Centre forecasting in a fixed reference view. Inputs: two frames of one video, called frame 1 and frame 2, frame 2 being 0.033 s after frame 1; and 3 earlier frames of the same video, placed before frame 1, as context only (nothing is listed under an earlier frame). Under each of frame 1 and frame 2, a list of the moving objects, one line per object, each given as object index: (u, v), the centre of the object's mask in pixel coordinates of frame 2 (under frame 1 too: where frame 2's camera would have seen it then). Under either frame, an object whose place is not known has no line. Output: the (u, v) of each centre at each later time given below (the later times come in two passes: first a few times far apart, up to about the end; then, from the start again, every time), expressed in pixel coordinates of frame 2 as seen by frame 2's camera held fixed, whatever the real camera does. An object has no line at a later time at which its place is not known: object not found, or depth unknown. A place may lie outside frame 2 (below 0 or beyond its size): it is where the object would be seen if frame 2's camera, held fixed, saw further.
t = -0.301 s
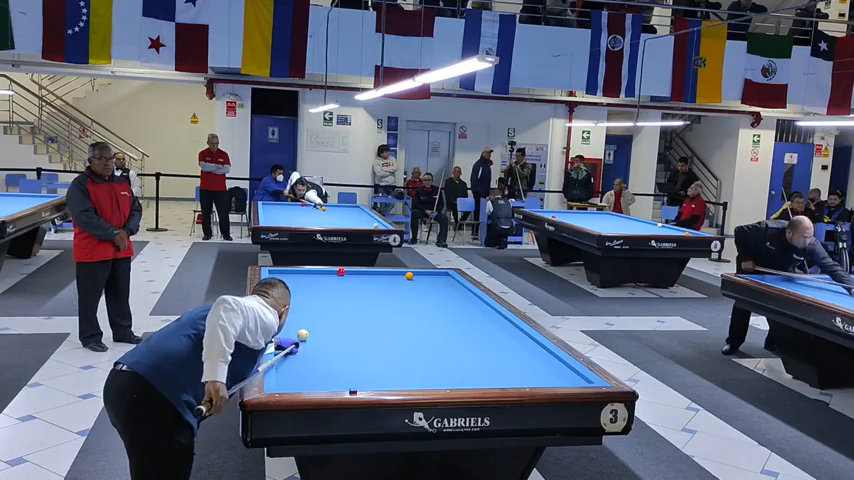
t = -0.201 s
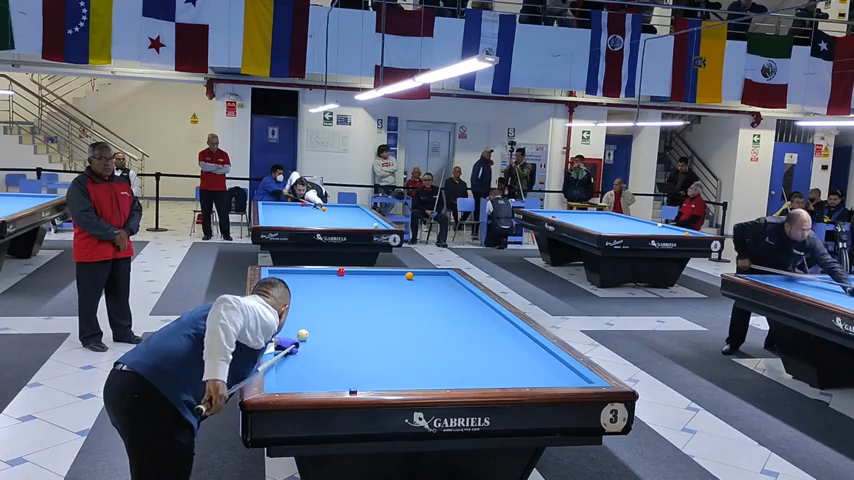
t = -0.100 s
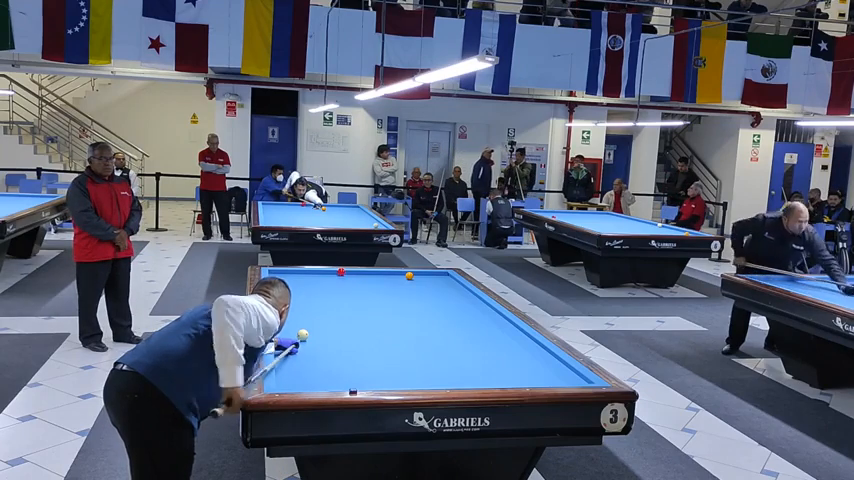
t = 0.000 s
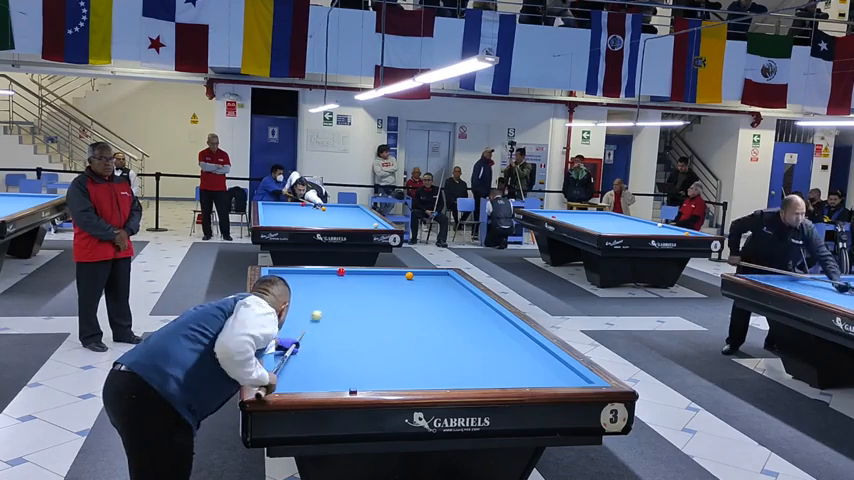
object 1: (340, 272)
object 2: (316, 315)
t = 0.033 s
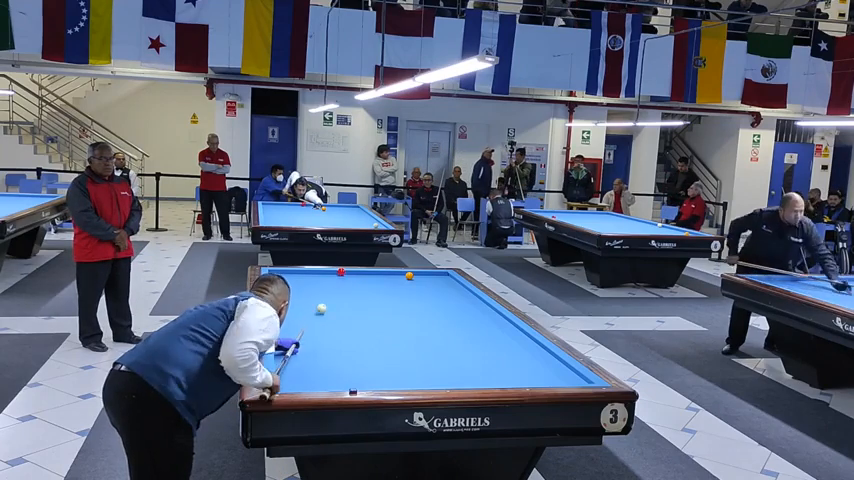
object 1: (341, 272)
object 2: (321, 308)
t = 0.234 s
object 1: (341, 271)
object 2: (342, 278)
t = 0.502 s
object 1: (321, 280)
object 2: (405, 278)
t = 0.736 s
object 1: (302, 289)
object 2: (460, 287)
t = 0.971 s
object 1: (282, 299)
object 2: (446, 295)
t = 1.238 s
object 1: (286, 311)
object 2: (428, 306)
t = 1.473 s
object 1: (302, 322)
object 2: (411, 316)
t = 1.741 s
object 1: (322, 337)
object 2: (389, 331)
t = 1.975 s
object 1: (341, 351)
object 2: (366, 345)
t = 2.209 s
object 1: (363, 367)
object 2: (340, 360)
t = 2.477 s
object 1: (392, 383)
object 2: (304, 381)
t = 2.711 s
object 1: (413, 374)
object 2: (296, 379)
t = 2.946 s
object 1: (432, 364)
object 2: (319, 368)
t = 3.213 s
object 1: (451, 354)
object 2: (341, 357)
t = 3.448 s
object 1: (467, 346)
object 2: (358, 349)
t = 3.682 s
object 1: (481, 340)
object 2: (374, 342)
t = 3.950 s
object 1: (495, 332)
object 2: (390, 333)
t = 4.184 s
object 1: (506, 326)
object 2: (403, 328)
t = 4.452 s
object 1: (499, 321)
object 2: (417, 321)
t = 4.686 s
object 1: (485, 317)
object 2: (427, 316)
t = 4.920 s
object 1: (471, 313)
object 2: (437, 311)
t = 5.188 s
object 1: (457, 308)
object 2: (448, 306)
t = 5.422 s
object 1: (445, 305)
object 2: (456, 302)
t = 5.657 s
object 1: (434, 301)
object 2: (464, 299)
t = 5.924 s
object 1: (420, 297)
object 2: (471, 294)
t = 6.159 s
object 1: (411, 294)
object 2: (463, 292)
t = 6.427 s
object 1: (400, 291)
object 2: (454, 289)
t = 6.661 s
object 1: (392, 288)
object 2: (447, 287)
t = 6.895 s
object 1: (384, 286)
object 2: (440, 285)
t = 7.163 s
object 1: (375, 284)
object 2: (432, 283)
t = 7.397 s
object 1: (367, 282)
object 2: (426, 281)
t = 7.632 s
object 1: (360, 280)
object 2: (420, 279)
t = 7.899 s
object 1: (353, 277)
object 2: (414, 277)
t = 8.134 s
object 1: (347, 275)
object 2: (412, 276)
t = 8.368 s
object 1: (341, 273)
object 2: (411, 276)
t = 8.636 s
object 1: (335, 272)
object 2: (411, 276)
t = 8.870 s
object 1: (331, 272)
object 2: (411, 276)
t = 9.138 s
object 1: (327, 273)
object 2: (410, 276)
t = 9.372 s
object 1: (324, 274)
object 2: (410, 276)
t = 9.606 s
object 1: (321, 274)
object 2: (410, 276)
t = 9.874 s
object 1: (318, 275)
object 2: (410, 276)
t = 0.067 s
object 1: (341, 272)
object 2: (325, 302)
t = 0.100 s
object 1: (341, 272)
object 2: (329, 297)
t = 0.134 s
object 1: (341, 272)
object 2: (332, 292)
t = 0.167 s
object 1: (340, 272)
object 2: (336, 287)
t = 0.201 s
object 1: (341, 272)
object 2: (339, 283)
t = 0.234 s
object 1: (341, 271)
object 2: (342, 278)
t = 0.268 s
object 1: (340, 271)
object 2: (345, 275)
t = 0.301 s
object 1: (338, 272)
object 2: (352, 272)
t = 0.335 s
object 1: (335, 274)
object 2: (362, 272)
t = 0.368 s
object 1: (332, 275)
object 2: (371, 274)
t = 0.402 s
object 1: (329, 276)
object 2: (380, 275)
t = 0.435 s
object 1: (326, 277)
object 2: (388, 276)
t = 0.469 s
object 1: (323, 278)
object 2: (397, 277)
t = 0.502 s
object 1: (321, 280)
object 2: (405, 278)
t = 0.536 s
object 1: (318, 281)
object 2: (414, 280)
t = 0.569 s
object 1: (315, 283)
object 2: (422, 281)
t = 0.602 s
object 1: (312, 284)
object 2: (430, 283)
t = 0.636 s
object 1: (309, 286)
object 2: (438, 283)
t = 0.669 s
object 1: (307, 287)
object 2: (446, 284)
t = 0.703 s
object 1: (305, 288)
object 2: (453, 286)
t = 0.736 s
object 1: (302, 289)
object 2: (460, 287)
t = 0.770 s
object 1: (299, 291)
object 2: (462, 288)
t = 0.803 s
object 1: (297, 292)
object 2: (459, 289)
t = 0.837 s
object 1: (294, 293)
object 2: (456, 290)
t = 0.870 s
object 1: (291, 295)
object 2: (453, 292)
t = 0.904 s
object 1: (288, 296)
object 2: (451, 293)
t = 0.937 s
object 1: (285, 298)
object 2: (448, 294)
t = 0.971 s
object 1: (282, 299)
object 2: (446, 295)
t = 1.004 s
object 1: (279, 301)
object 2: (444, 296)
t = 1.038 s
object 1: (276, 302)
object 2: (442, 298)
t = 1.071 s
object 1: (275, 304)
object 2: (440, 299)
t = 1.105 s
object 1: (278, 305)
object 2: (437, 300)
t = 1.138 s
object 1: (280, 307)
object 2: (435, 302)
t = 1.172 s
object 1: (282, 308)
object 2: (434, 303)
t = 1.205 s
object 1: (284, 310)
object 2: (431, 304)
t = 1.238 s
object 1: (286, 311)
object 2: (428, 306)
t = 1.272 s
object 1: (289, 313)
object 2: (426, 307)
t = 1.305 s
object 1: (291, 314)
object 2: (424, 309)
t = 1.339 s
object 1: (293, 316)
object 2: (421, 310)
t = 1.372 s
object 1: (295, 317)
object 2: (419, 312)
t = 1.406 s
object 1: (297, 319)
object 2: (416, 313)
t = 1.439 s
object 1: (299, 321)
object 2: (414, 315)
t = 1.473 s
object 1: (302, 322)
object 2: (411, 316)
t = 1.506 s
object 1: (304, 324)
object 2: (408, 318)
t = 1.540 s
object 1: (307, 326)
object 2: (406, 320)
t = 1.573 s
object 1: (309, 327)
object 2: (403, 321)
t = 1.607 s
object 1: (312, 329)
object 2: (400, 323)
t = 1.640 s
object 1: (314, 331)
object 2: (398, 325)
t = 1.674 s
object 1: (317, 333)
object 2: (395, 327)
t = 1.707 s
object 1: (319, 335)
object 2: (392, 329)
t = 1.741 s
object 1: (322, 337)
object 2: (389, 331)
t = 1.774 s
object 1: (325, 339)
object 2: (386, 332)
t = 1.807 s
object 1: (327, 341)
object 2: (382, 334)
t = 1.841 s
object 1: (330, 342)
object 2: (379, 336)
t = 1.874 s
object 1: (333, 345)
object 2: (376, 338)
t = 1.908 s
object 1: (335, 346)
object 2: (372, 341)
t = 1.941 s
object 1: (338, 349)
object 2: (369, 343)
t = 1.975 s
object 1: (341, 351)
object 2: (366, 345)
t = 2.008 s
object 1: (344, 353)
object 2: (362, 347)
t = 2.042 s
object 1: (347, 355)
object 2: (359, 349)
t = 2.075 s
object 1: (350, 358)
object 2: (356, 349)
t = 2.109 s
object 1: (354, 360)
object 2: (351, 351)
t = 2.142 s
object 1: (357, 362)
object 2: (347, 355)
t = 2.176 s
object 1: (360, 364)
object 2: (343, 358)
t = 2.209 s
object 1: (363, 367)
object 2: (340, 360)
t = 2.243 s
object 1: (366, 369)
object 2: (336, 363)
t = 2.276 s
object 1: (370, 372)
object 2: (331, 366)
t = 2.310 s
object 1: (374, 374)
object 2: (327, 368)
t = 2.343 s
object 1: (377, 377)
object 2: (323, 371)
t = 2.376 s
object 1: (380, 379)
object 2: (317, 374)
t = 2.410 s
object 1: (384, 381)
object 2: (314, 377)
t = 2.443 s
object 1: (388, 382)
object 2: (309, 378)
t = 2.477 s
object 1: (392, 383)
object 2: (304, 381)
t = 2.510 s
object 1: (395, 382)
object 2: (300, 384)
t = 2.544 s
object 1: (398, 381)
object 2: (294, 385)
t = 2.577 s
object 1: (401, 380)
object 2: (288, 385)
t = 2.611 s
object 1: (404, 378)
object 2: (284, 383)
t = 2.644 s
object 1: (407, 377)
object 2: (288, 382)
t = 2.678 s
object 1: (410, 375)
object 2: (292, 381)
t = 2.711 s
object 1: (413, 374)
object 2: (296, 379)
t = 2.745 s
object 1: (415, 372)
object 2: (300, 377)
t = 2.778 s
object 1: (418, 371)
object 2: (304, 375)
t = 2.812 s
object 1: (421, 370)
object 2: (307, 374)
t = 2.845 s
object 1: (424, 368)
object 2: (310, 372)
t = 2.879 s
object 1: (427, 367)
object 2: (313, 371)
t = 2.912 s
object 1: (429, 365)
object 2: (316, 369)
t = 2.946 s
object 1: (432, 364)
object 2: (319, 368)
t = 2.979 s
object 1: (434, 363)
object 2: (322, 366)
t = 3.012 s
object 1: (437, 362)
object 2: (325, 365)
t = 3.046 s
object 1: (439, 360)
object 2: (327, 363)
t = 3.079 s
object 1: (442, 359)
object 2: (330, 362)
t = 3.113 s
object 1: (444, 358)
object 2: (333, 361)
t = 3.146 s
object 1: (446, 357)
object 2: (336, 360)
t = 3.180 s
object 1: (449, 355)
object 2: (338, 359)
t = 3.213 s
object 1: (451, 354)
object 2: (341, 357)
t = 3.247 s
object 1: (454, 353)
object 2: (343, 356)
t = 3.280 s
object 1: (456, 352)
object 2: (346, 355)
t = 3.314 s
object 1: (458, 351)
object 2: (349, 354)
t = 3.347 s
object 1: (460, 350)
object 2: (351, 353)
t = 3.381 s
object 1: (462, 349)
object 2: (353, 351)
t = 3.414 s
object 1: (465, 347)
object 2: (356, 350)
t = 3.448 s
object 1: (467, 346)
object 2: (358, 349)
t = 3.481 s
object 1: (469, 345)
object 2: (361, 348)
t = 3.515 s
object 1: (471, 345)
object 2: (363, 347)
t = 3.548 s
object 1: (473, 343)
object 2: (365, 346)
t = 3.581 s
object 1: (475, 342)
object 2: (367, 345)
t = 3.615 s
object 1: (477, 342)
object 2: (370, 344)
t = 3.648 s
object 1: (479, 341)
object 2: (372, 343)
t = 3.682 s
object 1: (481, 340)
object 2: (374, 342)
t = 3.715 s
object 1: (482, 339)
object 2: (376, 340)
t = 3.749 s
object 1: (484, 338)
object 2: (378, 339)
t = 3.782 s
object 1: (486, 337)
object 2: (380, 338)
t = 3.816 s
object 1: (488, 336)
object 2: (382, 337)
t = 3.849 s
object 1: (490, 335)
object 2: (384, 337)
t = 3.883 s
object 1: (491, 334)
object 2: (386, 335)
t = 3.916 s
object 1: (493, 333)
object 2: (388, 334)
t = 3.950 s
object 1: (495, 332)
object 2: (390, 333)
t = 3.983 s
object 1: (497, 331)
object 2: (392, 333)
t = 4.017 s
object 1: (498, 331)
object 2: (394, 332)
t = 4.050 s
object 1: (500, 330)
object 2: (396, 331)
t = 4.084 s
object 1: (501, 329)
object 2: (398, 330)
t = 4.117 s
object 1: (503, 328)
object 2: (399, 329)
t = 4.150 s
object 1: (505, 327)
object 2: (402, 328)
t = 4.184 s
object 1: (506, 326)
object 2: (403, 328)
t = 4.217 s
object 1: (508, 325)
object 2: (405, 327)
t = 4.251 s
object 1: (509, 325)
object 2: (407, 326)
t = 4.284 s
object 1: (511, 325)
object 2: (408, 325)
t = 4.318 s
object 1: (508, 324)
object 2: (410, 324)
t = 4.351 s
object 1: (506, 323)
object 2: (412, 323)
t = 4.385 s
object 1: (504, 322)
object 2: (414, 323)
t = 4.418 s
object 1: (501, 322)
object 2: (415, 322)
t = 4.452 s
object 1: (499, 321)
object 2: (417, 321)
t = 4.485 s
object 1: (497, 320)
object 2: (418, 320)
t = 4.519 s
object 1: (495, 319)
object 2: (420, 320)
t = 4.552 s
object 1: (493, 319)
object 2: (421, 319)
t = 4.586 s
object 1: (491, 318)
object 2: (423, 318)
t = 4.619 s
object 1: (489, 318)
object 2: (424, 317)
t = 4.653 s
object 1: (487, 317)
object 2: (426, 316)
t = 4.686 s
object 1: (485, 317)
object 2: (427, 316)
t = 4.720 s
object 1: (483, 316)
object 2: (429, 315)
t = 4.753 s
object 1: (481, 315)
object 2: (430, 315)
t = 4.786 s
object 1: (479, 315)
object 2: (432, 314)
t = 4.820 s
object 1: (477, 314)
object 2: (433, 313)
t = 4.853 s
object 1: (475, 313)
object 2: (435, 312)
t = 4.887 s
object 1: (473, 313)
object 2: (436, 312)
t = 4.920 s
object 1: (471, 313)
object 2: (437, 311)
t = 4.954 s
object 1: (470, 312)
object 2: (439, 310)
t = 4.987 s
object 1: (468, 311)
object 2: (440, 310)
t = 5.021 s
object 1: (466, 311)
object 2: (442, 309)
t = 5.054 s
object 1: (464, 310)
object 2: (443, 308)
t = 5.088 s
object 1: (462, 310)
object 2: (443, 308)
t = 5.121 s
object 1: (460, 309)
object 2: (446, 307)
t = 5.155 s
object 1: (459, 309)
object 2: (447, 307)
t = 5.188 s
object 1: (457, 308)
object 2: (448, 306)
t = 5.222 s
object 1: (455, 308)
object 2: (448, 305)
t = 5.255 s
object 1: (453, 307)
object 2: (449, 303)
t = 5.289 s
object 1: (452, 306)
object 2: (451, 302)
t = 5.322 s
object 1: (450, 306)
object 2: (454, 301)
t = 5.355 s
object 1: (449, 305)
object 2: (455, 302)
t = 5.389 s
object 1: (447, 305)
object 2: (455, 302)
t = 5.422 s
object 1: (445, 305)
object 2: (456, 302)
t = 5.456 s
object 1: (443, 304)
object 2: (458, 301)
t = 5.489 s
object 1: (442, 304)
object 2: (459, 301)
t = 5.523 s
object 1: (440, 303)
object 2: (460, 300)
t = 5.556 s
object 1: (439, 303)
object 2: (461, 300)
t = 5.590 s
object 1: (437, 302)
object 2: (462, 299)
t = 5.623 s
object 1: (436, 302)
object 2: (463, 299)
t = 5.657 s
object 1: (434, 301)
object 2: (464, 299)
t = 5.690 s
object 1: (433, 301)
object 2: (466, 297)
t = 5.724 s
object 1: (431, 300)
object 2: (467, 297)
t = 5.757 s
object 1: (429, 300)
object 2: (468, 297)
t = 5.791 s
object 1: (428, 299)
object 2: (468, 296)
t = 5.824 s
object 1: (426, 299)
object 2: (469, 296)
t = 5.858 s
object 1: (423, 298)
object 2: (471, 295)
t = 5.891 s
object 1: (422, 298)
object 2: (472, 294)
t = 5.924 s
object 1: (420, 297)
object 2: (471, 294)
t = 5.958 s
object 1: (419, 297)
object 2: (469, 294)
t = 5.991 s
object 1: (418, 296)
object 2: (468, 293)
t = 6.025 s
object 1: (416, 296)
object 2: (467, 293)
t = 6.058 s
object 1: (415, 295)
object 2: (466, 293)
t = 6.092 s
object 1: (413, 295)
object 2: (465, 292)
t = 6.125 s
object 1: (412, 295)
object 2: (464, 292)
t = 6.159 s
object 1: (411, 294)
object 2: (463, 292)
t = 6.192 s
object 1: (409, 294)
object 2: (462, 291)
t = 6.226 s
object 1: (408, 293)
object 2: (460, 291)
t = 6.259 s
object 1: (407, 293)
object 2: (459, 291)
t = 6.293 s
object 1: (405, 293)
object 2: (458, 290)
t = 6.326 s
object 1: (404, 292)
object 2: (457, 290)
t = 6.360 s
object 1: (403, 292)
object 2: (456, 290)
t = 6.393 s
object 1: (402, 292)
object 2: (455, 289)
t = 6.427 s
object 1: (400, 291)
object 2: (454, 289)
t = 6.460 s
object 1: (399, 291)
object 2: (453, 289)
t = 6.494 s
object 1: (398, 291)
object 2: (452, 288)
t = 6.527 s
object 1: (396, 290)
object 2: (450, 288)
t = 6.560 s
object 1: (395, 290)
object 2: (449, 288)
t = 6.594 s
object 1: (394, 290)
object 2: (448, 287)
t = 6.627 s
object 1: (393, 289)
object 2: (448, 287)
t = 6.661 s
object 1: (392, 288)
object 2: (447, 287)
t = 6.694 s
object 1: (391, 288)
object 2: (446, 286)
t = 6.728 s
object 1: (389, 288)
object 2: (444, 286)
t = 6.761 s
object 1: (388, 287)
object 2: (443, 286)
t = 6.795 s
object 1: (387, 287)
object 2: (443, 285)
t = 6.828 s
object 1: (386, 287)
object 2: (442, 285)
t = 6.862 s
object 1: (385, 286)
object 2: (441, 285)
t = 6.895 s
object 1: (384, 286)
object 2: (440, 285)
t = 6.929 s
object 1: (383, 286)
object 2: (439, 285)
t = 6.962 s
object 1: (381, 286)
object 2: (438, 284)
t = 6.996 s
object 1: (380, 285)
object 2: (437, 284)
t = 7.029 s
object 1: (379, 285)
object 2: (436, 284)
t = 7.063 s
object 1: (378, 285)
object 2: (435, 283)
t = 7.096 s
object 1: (377, 284)
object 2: (434, 283)
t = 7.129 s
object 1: (376, 284)
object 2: (433, 283)
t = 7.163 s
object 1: (375, 284)
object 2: (432, 283)
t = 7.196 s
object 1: (374, 283)
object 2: (431, 282)
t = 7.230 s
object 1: (373, 283)
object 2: (430, 282)
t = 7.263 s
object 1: (372, 283)
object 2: (429, 282)
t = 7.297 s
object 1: (371, 282)
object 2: (429, 282)
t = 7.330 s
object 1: (370, 282)
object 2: (428, 282)
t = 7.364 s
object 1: (368, 282)
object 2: (427, 281)
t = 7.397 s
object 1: (367, 282)
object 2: (426, 281)
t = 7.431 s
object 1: (366, 281)
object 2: (425, 281)
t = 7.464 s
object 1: (365, 281)
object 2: (424, 280)
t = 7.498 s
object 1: (364, 280)
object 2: (424, 280)
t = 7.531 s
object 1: (363, 280)
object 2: (423, 280)
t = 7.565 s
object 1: (362, 280)
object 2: (422, 280)
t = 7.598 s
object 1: (361, 280)
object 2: (421, 280)
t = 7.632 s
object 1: (360, 280)
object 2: (420, 279)
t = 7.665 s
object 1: (359, 279)
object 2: (419, 279)
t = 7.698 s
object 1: (358, 279)
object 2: (419, 279)
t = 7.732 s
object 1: (357, 278)
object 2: (418, 278)
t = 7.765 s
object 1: (356, 278)
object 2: (417, 278)
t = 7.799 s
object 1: (356, 278)
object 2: (416, 278)
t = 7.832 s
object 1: (355, 278)
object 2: (416, 278)
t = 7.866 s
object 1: (354, 277)
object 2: (415, 277)
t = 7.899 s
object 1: (353, 277)
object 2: (414, 277)
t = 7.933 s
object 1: (352, 276)
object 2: (414, 277)
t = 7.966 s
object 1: (351, 276)
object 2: (413, 277)
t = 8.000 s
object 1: (350, 276)
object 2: (413, 277)
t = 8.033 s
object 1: (349, 276)
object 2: (413, 277)
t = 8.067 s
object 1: (348, 276)
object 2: (412, 277)
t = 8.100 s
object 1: (347, 275)
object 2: (412, 277)
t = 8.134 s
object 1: (347, 275)
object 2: (412, 276)
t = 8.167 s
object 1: (346, 275)
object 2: (412, 276)
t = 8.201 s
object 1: (345, 275)
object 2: (412, 276)
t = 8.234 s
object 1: (344, 275)
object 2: (412, 276)
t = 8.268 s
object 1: (343, 275)
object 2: (412, 277)
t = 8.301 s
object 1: (343, 275)
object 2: (411, 277)
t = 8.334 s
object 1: (342, 274)
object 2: (411, 276)
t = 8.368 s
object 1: (341, 273)
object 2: (411, 276)
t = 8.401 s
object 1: (340, 273)
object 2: (411, 276)
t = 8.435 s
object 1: (339, 273)
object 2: (411, 276)
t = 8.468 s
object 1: (339, 273)
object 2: (411, 277)
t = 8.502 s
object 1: (338, 273)
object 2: (411, 276)
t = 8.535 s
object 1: (337, 273)
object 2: (411, 276)
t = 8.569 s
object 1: (336, 272)
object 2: (411, 276)
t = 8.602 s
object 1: (336, 272)
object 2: (411, 276)
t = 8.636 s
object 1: (335, 272)
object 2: (411, 276)
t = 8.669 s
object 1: (334, 272)
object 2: (411, 276)
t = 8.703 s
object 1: (334, 272)
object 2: (411, 276)
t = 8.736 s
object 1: (333, 272)
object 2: (411, 276)
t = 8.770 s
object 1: (333, 272)
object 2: (411, 276)
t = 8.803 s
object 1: (332, 272)
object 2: (411, 276)
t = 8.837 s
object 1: (332, 272)
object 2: (411, 276)
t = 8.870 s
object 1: (331, 272)
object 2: (411, 276)
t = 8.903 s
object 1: (331, 272)
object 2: (411, 276)
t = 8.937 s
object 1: (330, 272)
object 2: (411, 276)
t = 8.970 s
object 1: (330, 272)
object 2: (411, 276)
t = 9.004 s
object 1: (329, 272)
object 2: (411, 276)
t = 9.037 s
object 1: (328, 272)
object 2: (411, 276)
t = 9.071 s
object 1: (328, 272)
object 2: (410, 276)
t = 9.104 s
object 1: (328, 273)
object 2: (410, 276)
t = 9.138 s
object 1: (327, 273)
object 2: (410, 276)
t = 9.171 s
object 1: (327, 273)
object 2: (410, 276)
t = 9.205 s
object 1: (326, 273)
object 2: (410, 276)
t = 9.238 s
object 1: (326, 273)
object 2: (410, 276)
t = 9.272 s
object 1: (325, 273)
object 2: (410, 276)
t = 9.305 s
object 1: (325, 273)
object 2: (410, 276)
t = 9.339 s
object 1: (324, 274)
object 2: (410, 276)
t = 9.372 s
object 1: (324, 274)
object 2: (410, 276)
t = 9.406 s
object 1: (323, 274)
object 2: (410, 276)
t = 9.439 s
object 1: (323, 273)
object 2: (410, 276)
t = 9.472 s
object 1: (323, 274)
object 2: (410, 276)
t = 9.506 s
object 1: (322, 274)
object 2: (410, 276)
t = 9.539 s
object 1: (322, 274)
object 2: (410, 276)
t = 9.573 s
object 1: (321, 274)
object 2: (410, 276)
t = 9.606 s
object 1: (321, 274)
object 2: (410, 276)
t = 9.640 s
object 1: (321, 274)
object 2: (410, 276)
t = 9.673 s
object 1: (320, 274)
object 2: (410, 276)
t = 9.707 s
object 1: (320, 274)
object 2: (410, 276)
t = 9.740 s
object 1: (319, 274)
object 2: (410, 276)
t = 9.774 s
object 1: (319, 274)
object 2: (410, 276)
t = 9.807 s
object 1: (319, 275)
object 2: (410, 276)
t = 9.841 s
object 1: (318, 274)
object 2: (410, 276)
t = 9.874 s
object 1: (318, 275)
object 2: (410, 276)
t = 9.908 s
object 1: (318, 274)
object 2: (410, 276)
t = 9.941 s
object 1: (318, 275)
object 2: (410, 276)
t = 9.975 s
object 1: (317, 275)
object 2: (410, 276)
